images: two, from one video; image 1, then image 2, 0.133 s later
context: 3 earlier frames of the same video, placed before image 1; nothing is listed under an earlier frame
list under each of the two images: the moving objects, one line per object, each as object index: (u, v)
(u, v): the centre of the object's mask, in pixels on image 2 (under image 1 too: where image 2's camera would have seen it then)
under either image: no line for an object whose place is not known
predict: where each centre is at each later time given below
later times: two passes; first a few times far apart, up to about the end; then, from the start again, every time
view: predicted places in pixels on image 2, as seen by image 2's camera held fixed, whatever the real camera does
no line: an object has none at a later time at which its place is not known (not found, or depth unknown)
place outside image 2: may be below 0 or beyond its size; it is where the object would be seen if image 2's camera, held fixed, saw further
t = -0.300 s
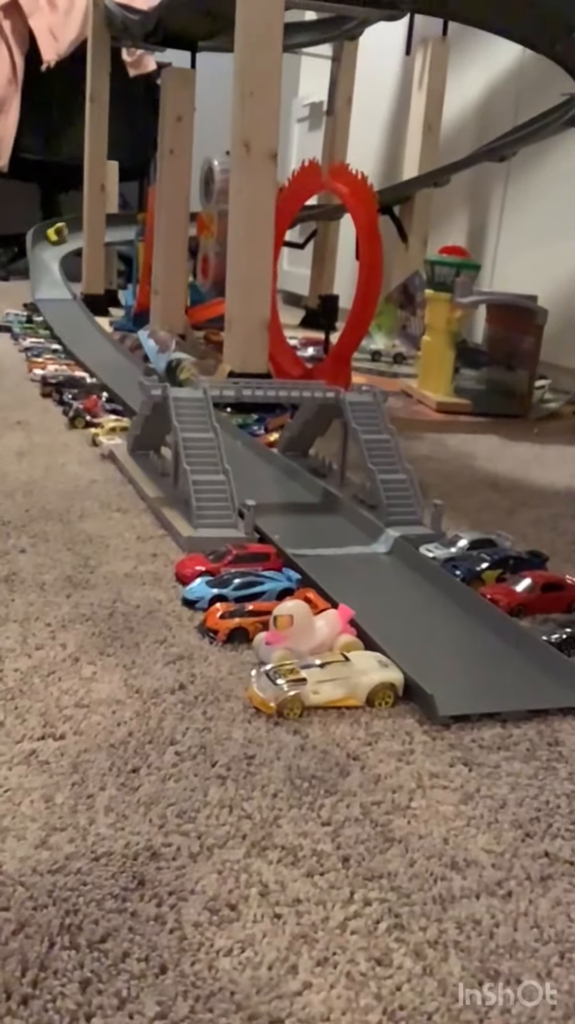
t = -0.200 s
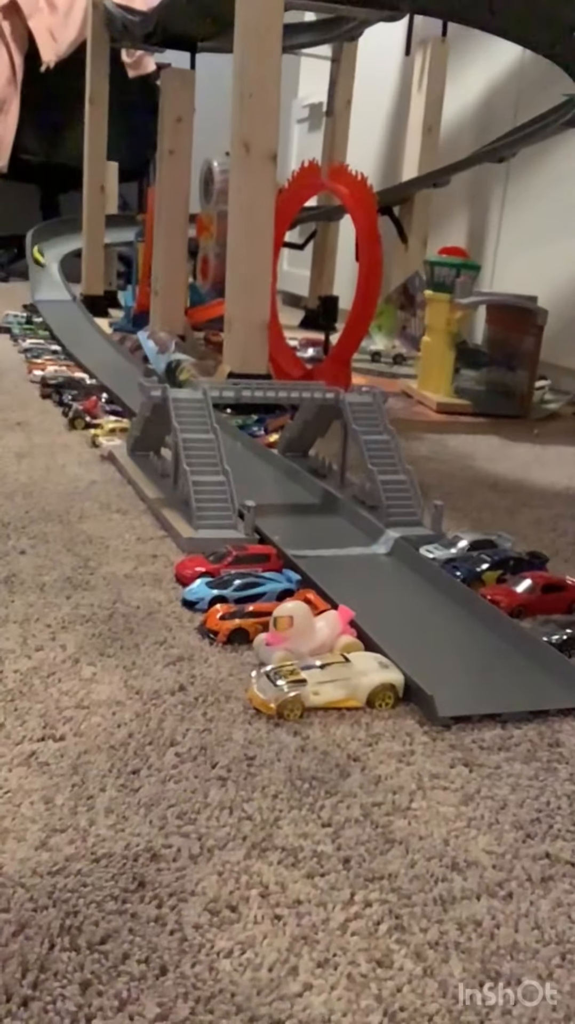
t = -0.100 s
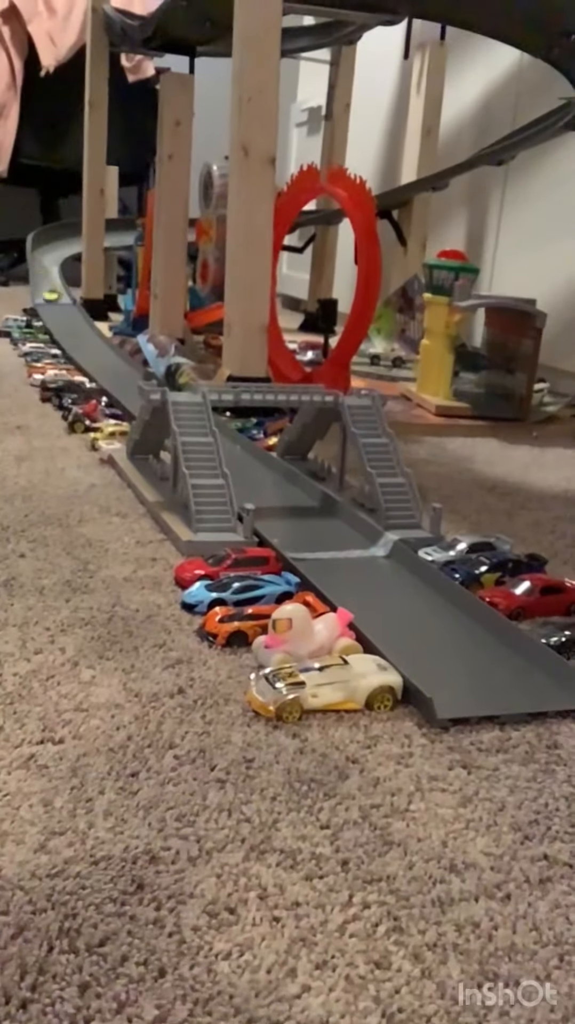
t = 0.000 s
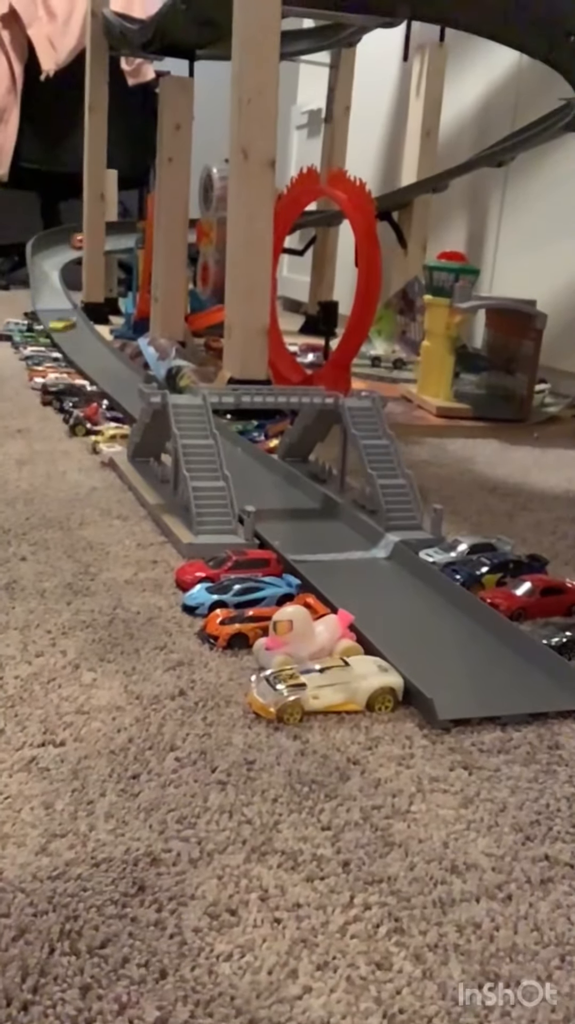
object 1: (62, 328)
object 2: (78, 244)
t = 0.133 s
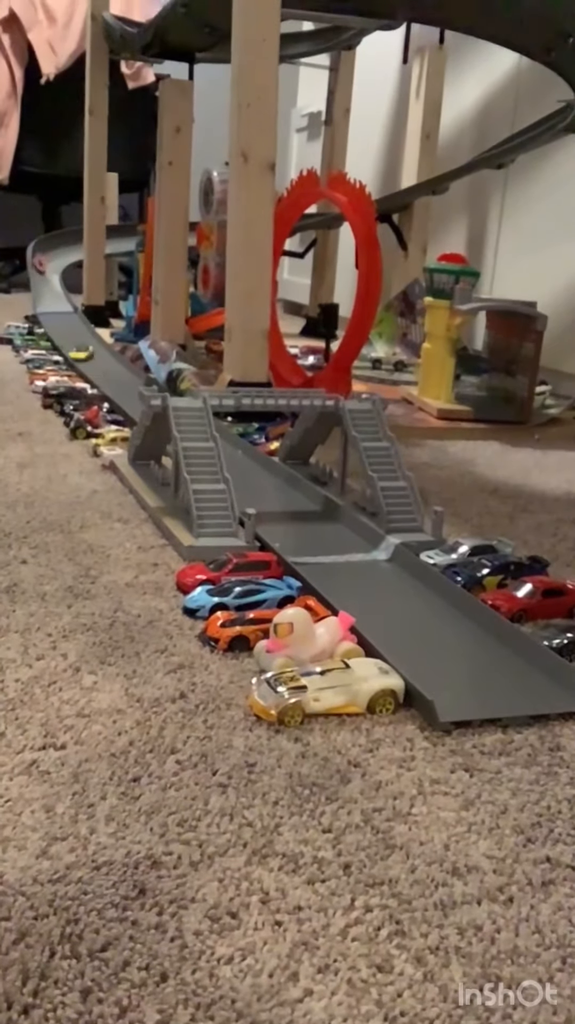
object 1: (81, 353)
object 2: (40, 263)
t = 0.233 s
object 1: (99, 373)
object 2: (45, 293)
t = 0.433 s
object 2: (67, 340)
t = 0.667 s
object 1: (286, 533)
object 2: (120, 385)
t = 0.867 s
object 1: (560, 785)
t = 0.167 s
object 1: (86, 361)
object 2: (40, 273)
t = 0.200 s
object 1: (90, 366)
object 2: (42, 283)
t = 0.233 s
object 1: (99, 373)
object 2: (45, 293)
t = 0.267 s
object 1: (107, 379)
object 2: (50, 305)
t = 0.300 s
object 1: (117, 386)
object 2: (54, 314)
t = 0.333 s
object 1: (125, 394)
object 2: (57, 321)
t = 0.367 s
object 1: (132, 403)
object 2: (61, 328)
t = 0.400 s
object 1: (136, 409)
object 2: (65, 334)
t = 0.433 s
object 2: (67, 340)
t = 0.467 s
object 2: (70, 346)
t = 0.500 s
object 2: (76, 353)
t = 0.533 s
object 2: (85, 359)
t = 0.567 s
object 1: (235, 478)
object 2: (92, 365)
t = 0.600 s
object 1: (248, 496)
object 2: (101, 372)
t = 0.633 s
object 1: (264, 512)
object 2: (110, 378)
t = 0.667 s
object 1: (286, 533)
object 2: (120, 385)
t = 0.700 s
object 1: (320, 557)
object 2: (127, 391)
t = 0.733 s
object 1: (360, 592)
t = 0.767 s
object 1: (406, 630)
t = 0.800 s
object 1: (464, 678)
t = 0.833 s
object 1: (526, 735)
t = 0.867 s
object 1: (560, 785)
